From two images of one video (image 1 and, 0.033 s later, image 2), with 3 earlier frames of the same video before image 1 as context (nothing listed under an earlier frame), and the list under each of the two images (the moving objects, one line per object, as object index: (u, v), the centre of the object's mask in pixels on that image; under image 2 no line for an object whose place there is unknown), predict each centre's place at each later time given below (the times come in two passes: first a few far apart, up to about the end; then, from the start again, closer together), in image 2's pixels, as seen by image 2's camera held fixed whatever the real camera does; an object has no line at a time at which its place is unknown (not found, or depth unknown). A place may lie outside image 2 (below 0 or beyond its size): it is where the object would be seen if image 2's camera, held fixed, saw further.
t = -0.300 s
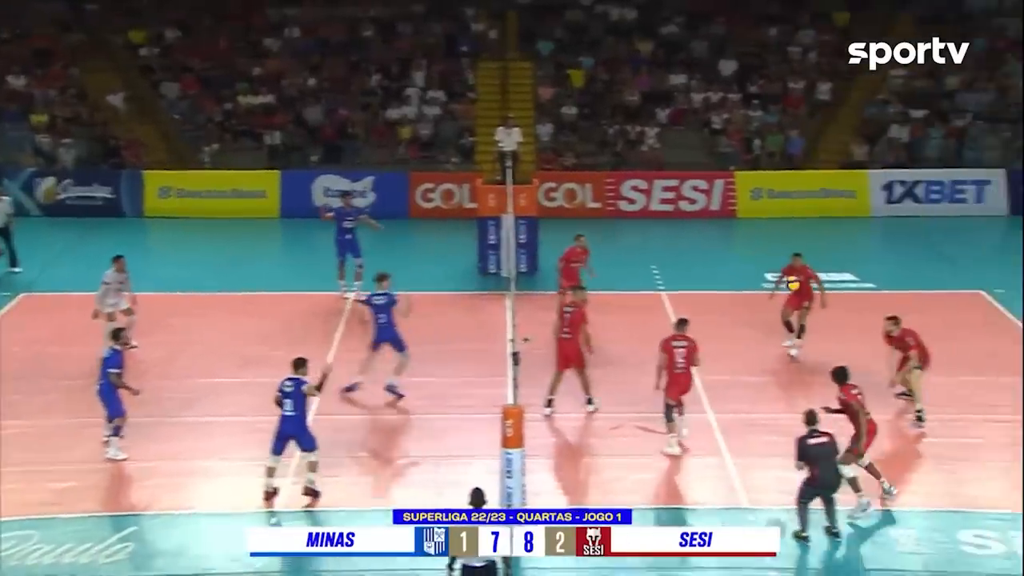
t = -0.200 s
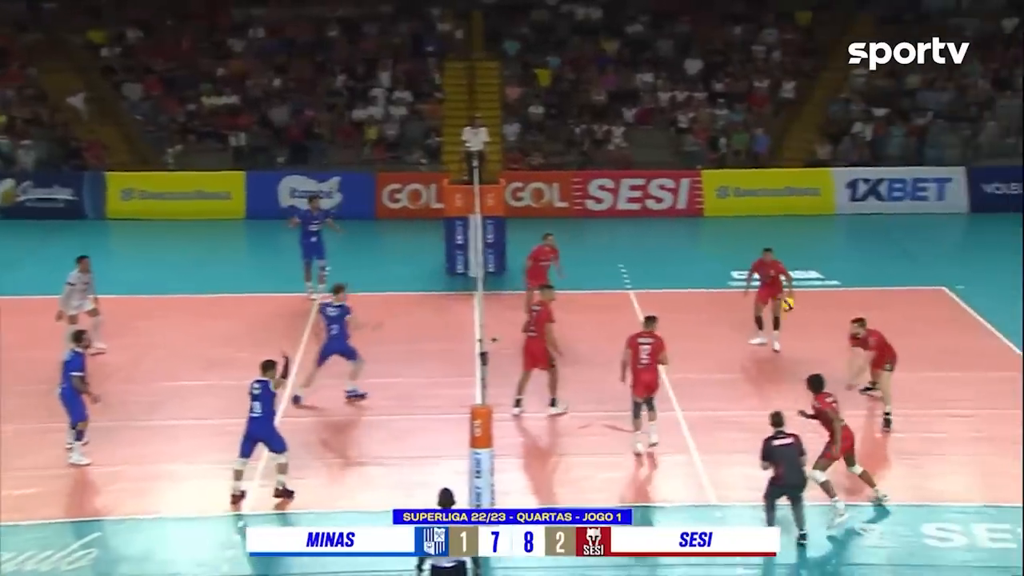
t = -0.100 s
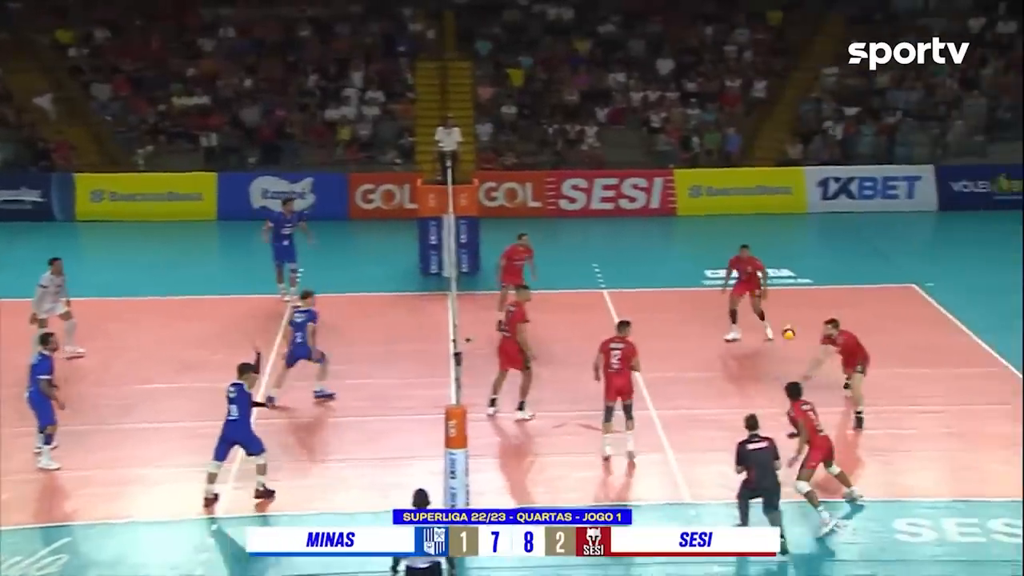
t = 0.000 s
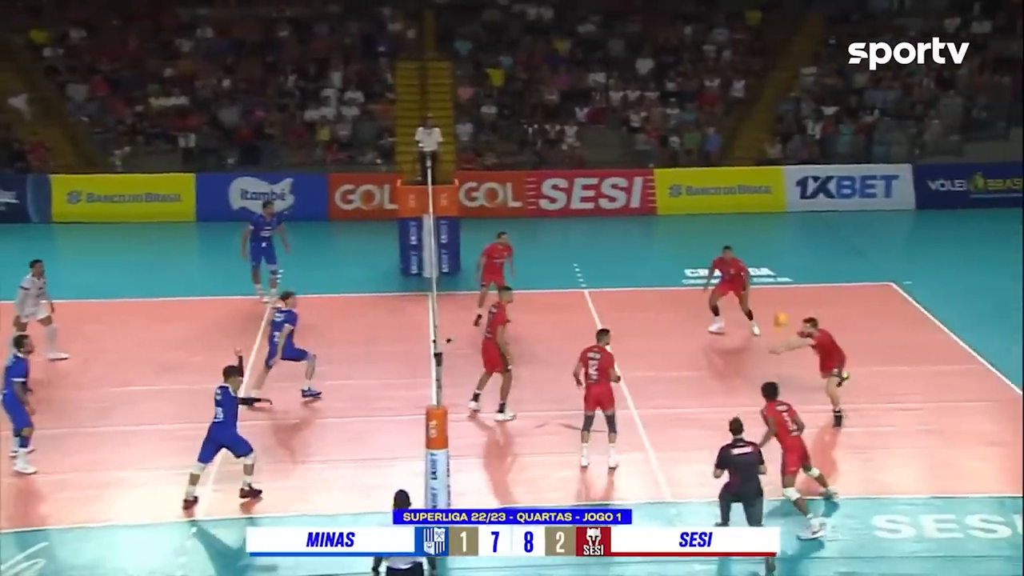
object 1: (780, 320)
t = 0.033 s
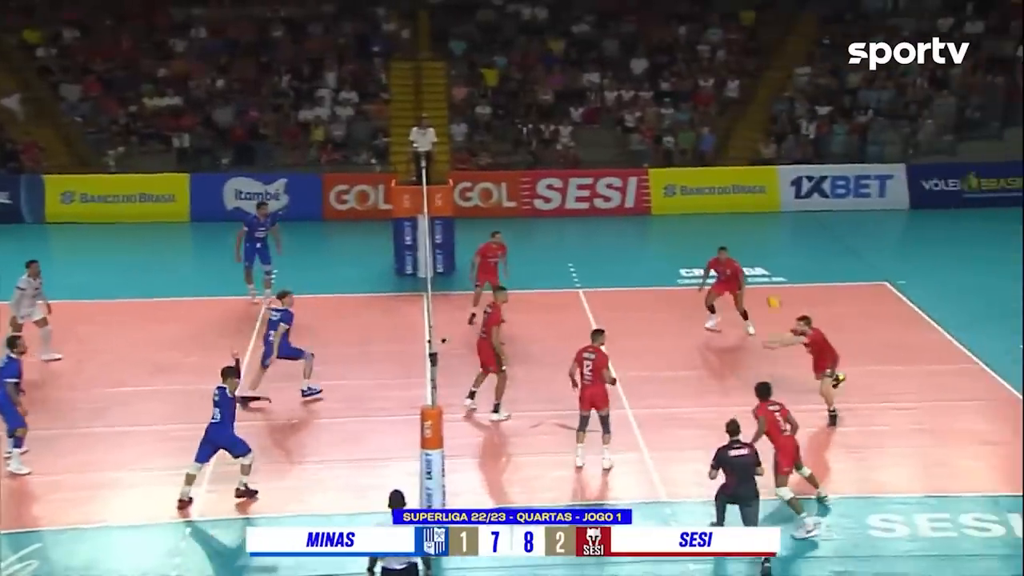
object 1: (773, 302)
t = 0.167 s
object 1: (766, 228)
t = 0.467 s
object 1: (746, 109)
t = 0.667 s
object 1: (732, 64)
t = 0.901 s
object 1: (715, 47)
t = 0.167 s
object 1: (766, 228)
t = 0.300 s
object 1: (758, 167)
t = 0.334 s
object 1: (755, 155)
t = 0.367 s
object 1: (753, 142)
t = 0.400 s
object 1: (750, 130)
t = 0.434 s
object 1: (749, 119)
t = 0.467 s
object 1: (746, 109)
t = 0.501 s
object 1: (744, 100)
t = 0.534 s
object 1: (742, 92)
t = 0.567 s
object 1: (740, 83)
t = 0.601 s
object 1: (737, 76)
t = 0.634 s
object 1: (734, 69)
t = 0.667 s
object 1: (732, 64)
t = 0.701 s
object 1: (730, 59)
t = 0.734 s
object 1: (727, 55)
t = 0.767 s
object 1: (725, 52)
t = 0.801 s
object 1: (722, 50)
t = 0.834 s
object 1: (720, 48)
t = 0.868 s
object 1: (717, 47)
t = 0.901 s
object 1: (715, 47)
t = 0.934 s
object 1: (712, 48)
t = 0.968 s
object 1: (709, 50)
